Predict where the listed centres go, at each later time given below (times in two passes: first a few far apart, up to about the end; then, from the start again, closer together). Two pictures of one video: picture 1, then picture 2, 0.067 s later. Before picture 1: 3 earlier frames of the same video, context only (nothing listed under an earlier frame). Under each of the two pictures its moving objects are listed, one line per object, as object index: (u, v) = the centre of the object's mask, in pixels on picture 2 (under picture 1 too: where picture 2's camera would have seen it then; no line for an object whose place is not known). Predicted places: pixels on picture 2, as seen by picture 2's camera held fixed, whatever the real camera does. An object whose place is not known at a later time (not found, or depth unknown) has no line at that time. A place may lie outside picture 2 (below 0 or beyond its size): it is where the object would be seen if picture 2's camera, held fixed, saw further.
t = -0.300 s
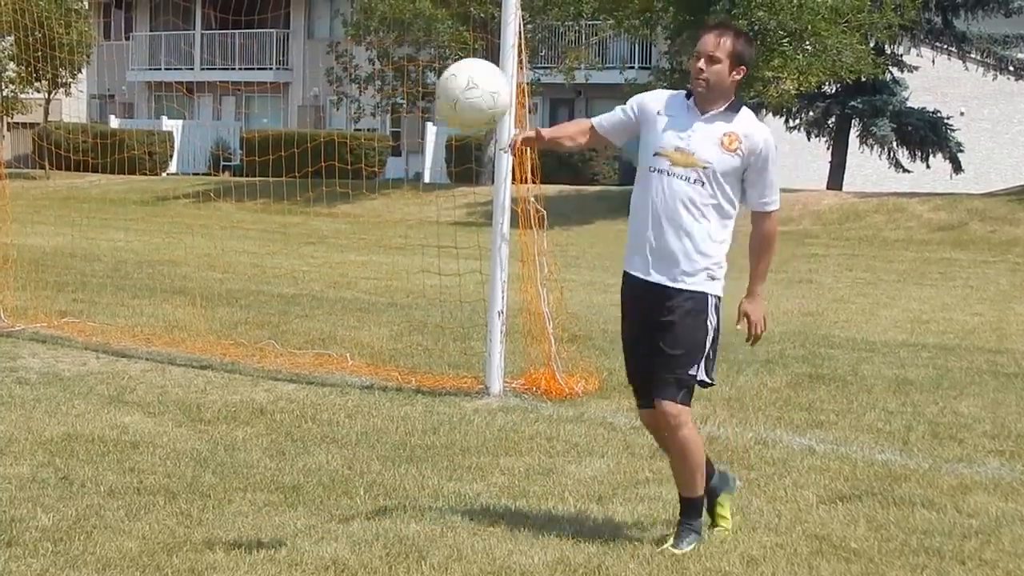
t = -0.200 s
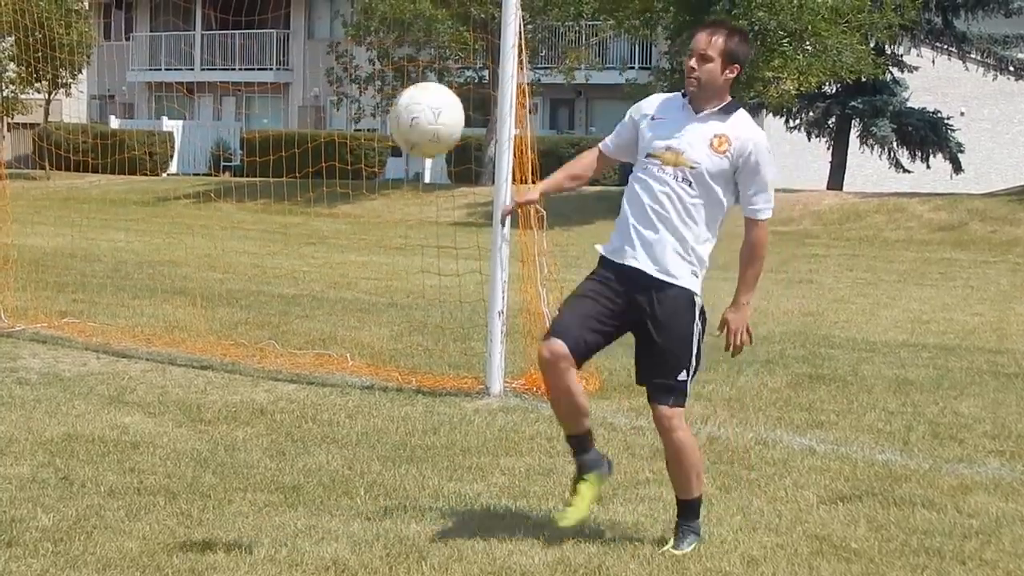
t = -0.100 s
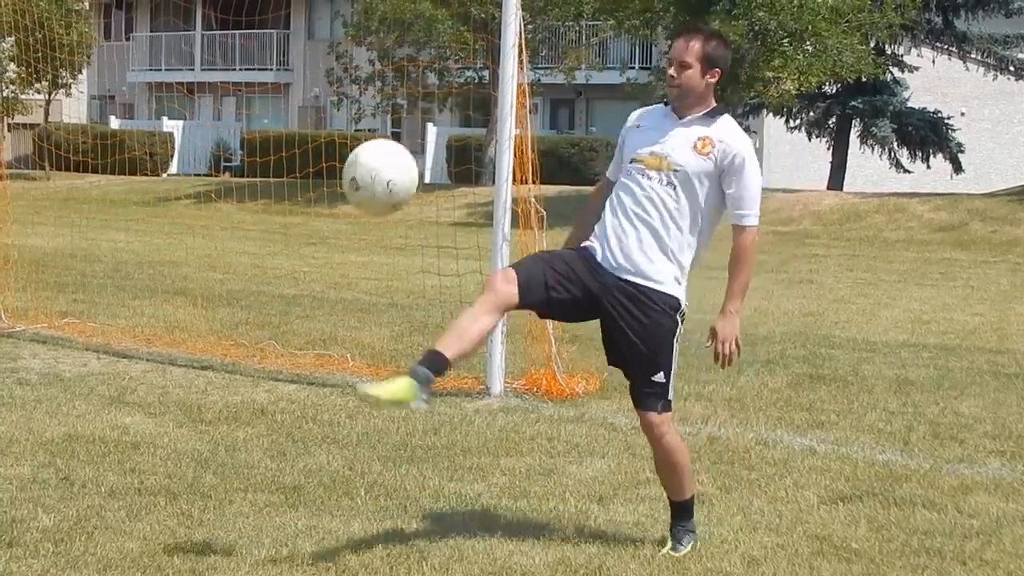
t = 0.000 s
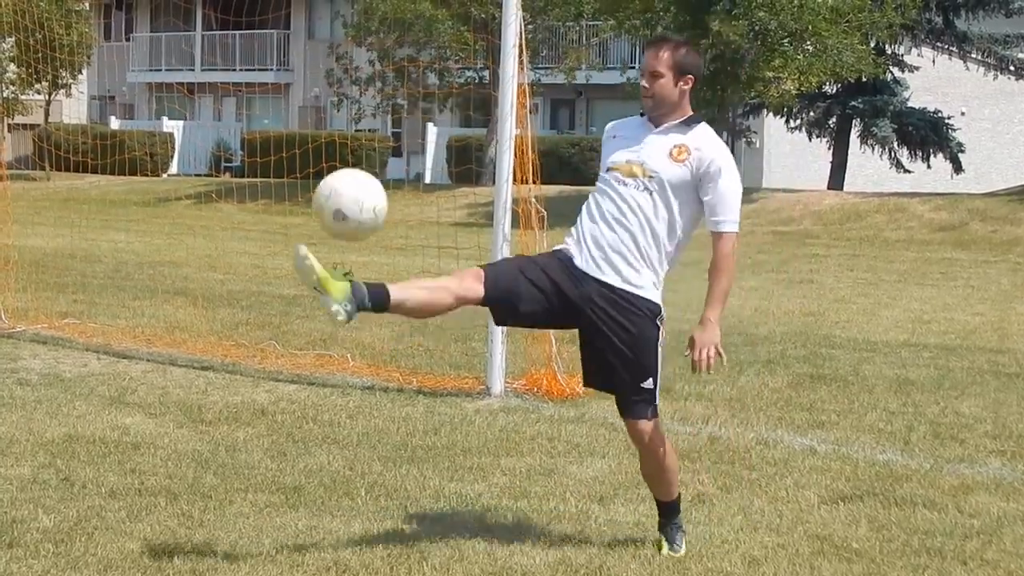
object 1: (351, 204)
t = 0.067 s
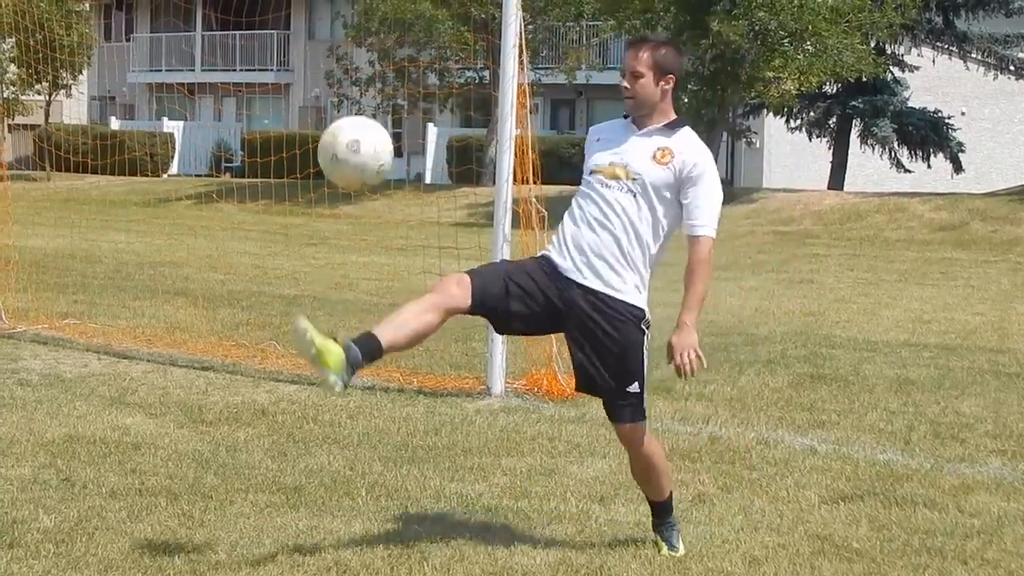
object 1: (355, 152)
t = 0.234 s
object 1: (368, 79)
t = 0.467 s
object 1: (384, 122)
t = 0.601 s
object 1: (392, 229)
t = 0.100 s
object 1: (358, 131)
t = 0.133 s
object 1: (361, 113)
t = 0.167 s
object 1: (363, 98)
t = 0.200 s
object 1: (366, 86)
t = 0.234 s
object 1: (368, 79)
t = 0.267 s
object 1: (370, 74)
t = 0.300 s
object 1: (372, 73)
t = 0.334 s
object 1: (375, 75)
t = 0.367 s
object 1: (377, 81)
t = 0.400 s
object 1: (380, 90)
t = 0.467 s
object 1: (384, 122)
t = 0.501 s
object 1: (386, 143)
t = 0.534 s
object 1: (387, 167)
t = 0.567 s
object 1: (390, 196)
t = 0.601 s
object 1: (392, 229)
